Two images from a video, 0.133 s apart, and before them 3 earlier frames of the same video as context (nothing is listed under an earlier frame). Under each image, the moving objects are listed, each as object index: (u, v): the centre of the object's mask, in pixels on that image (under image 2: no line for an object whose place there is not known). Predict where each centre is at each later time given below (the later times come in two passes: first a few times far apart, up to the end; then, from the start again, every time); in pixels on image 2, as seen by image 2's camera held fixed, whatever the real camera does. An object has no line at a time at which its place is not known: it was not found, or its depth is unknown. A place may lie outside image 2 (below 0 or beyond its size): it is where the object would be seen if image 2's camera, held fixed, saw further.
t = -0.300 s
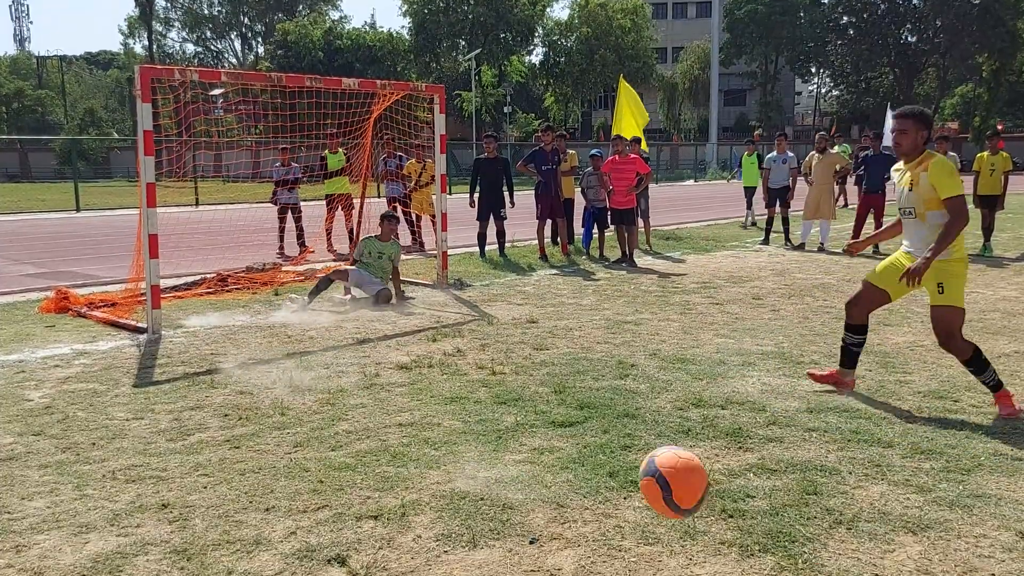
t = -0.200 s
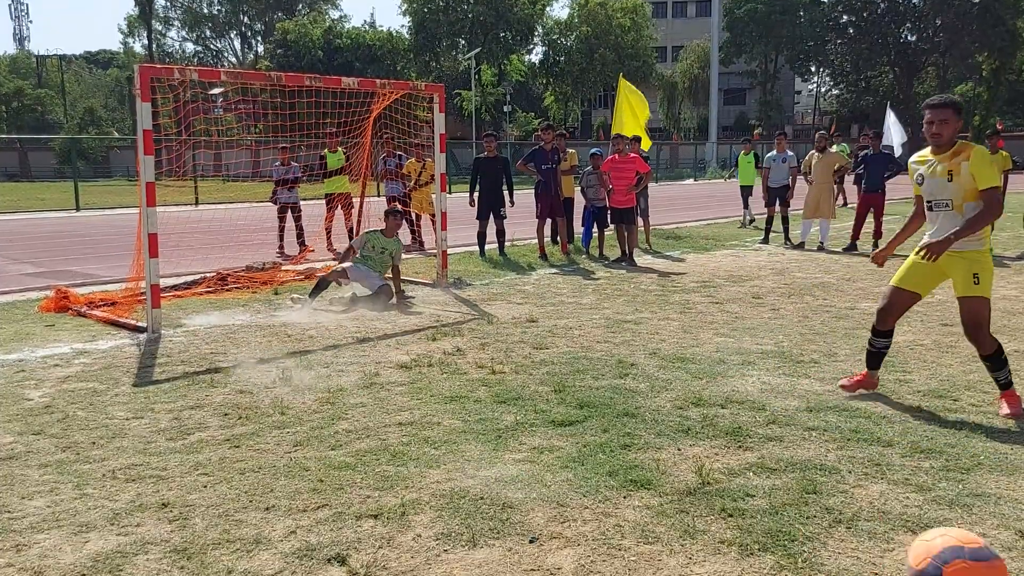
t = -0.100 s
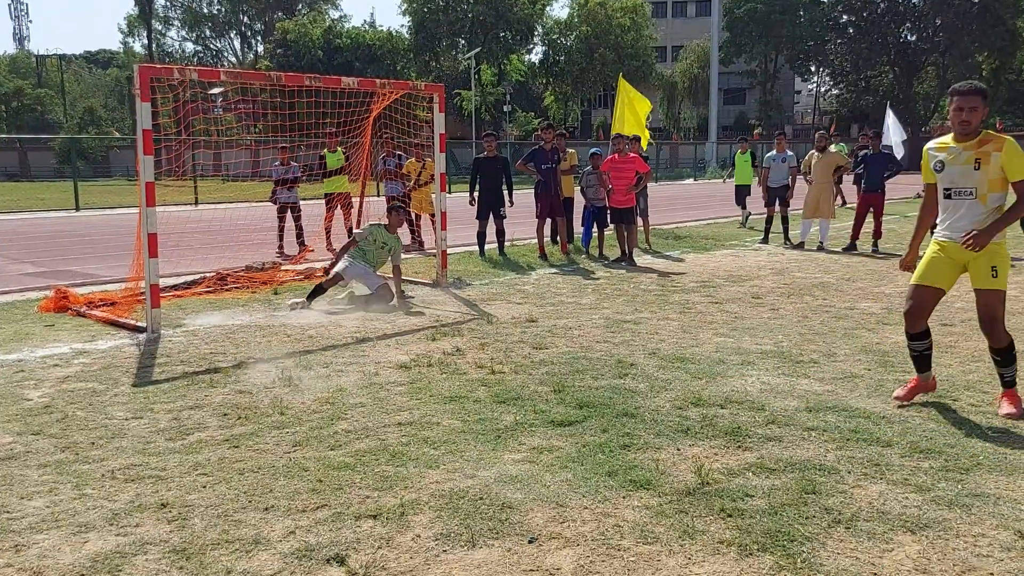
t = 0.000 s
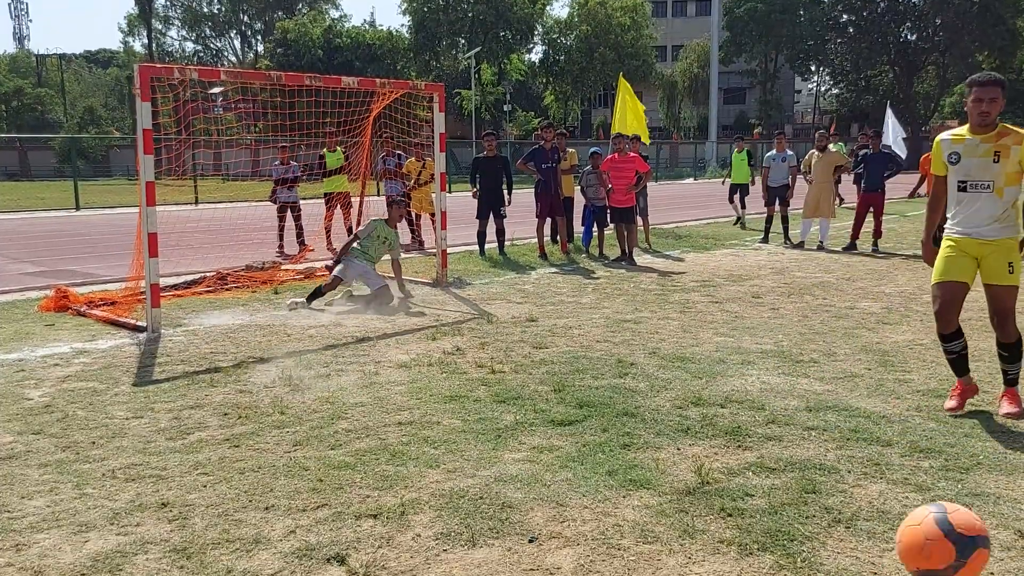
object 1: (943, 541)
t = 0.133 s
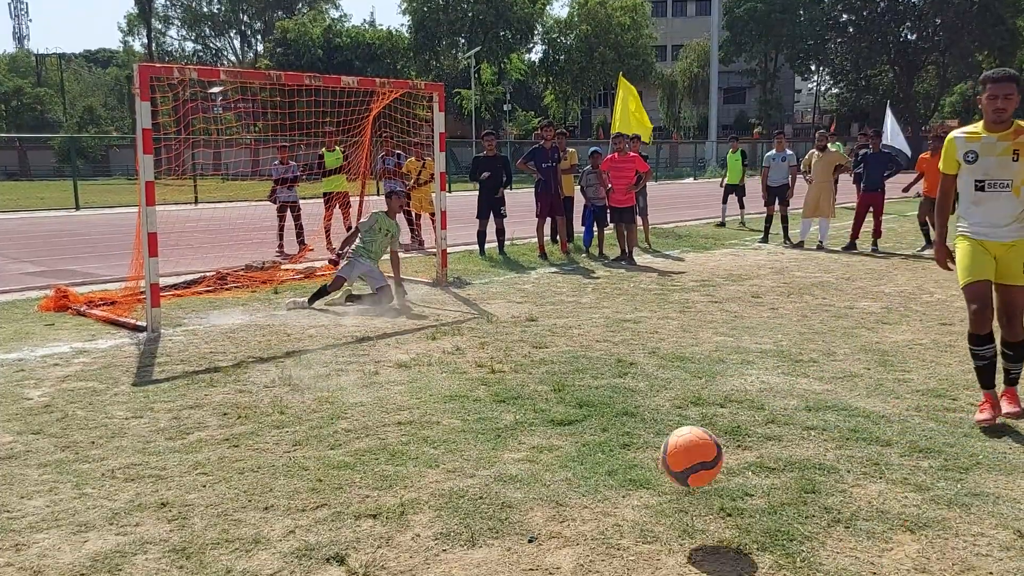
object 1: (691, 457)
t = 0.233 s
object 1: (580, 441)
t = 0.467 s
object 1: (486, 335)
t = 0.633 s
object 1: (444, 326)
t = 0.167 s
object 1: (649, 448)
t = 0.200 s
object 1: (612, 443)
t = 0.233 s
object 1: (580, 441)
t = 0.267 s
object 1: (559, 427)
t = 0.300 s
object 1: (545, 404)
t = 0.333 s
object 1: (532, 384)
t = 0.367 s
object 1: (519, 368)
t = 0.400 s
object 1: (507, 354)
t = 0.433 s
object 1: (496, 343)
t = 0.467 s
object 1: (486, 335)
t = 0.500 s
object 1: (477, 330)
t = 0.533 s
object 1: (468, 326)
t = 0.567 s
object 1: (459, 324)
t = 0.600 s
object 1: (451, 324)
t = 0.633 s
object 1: (444, 326)
